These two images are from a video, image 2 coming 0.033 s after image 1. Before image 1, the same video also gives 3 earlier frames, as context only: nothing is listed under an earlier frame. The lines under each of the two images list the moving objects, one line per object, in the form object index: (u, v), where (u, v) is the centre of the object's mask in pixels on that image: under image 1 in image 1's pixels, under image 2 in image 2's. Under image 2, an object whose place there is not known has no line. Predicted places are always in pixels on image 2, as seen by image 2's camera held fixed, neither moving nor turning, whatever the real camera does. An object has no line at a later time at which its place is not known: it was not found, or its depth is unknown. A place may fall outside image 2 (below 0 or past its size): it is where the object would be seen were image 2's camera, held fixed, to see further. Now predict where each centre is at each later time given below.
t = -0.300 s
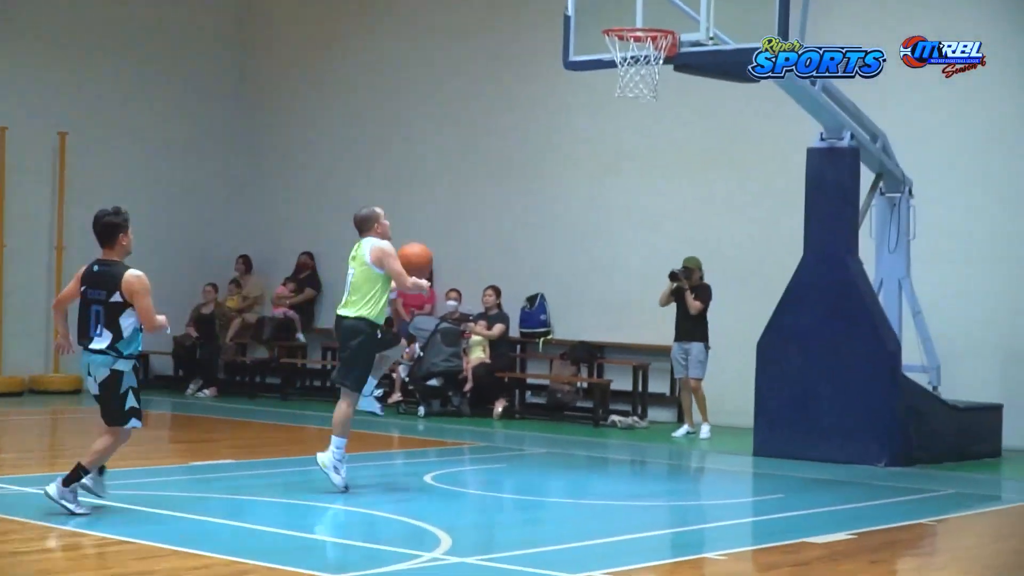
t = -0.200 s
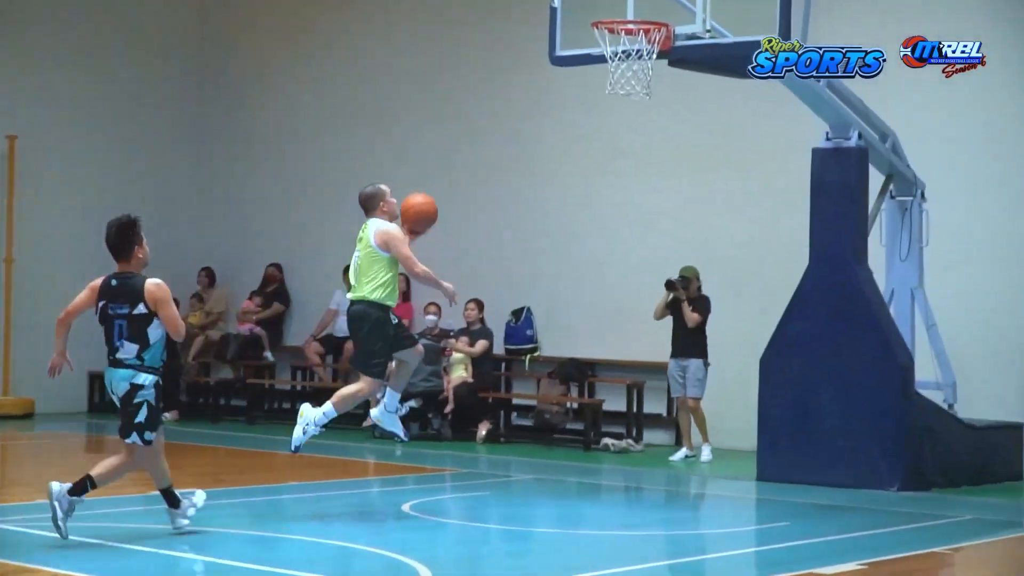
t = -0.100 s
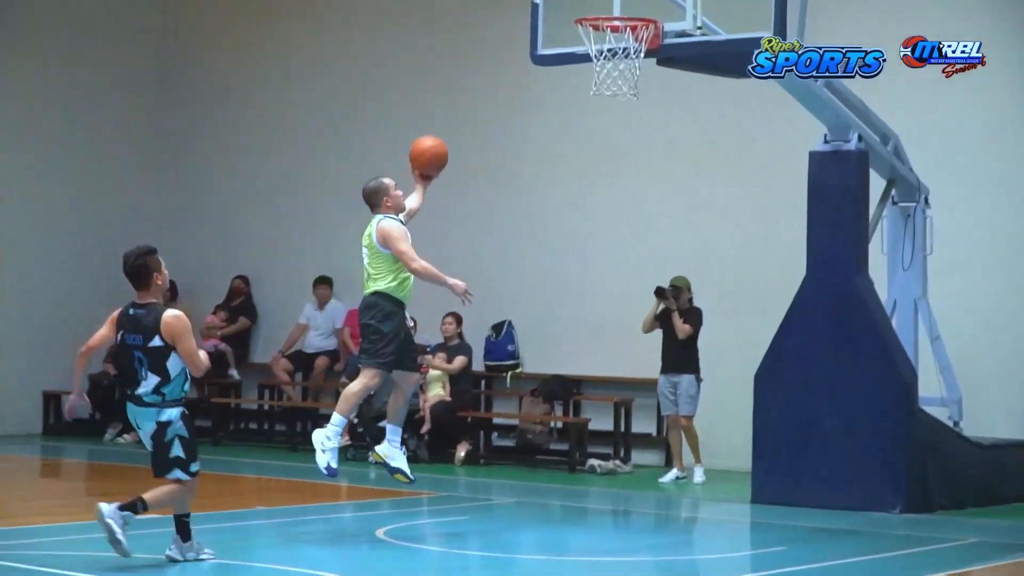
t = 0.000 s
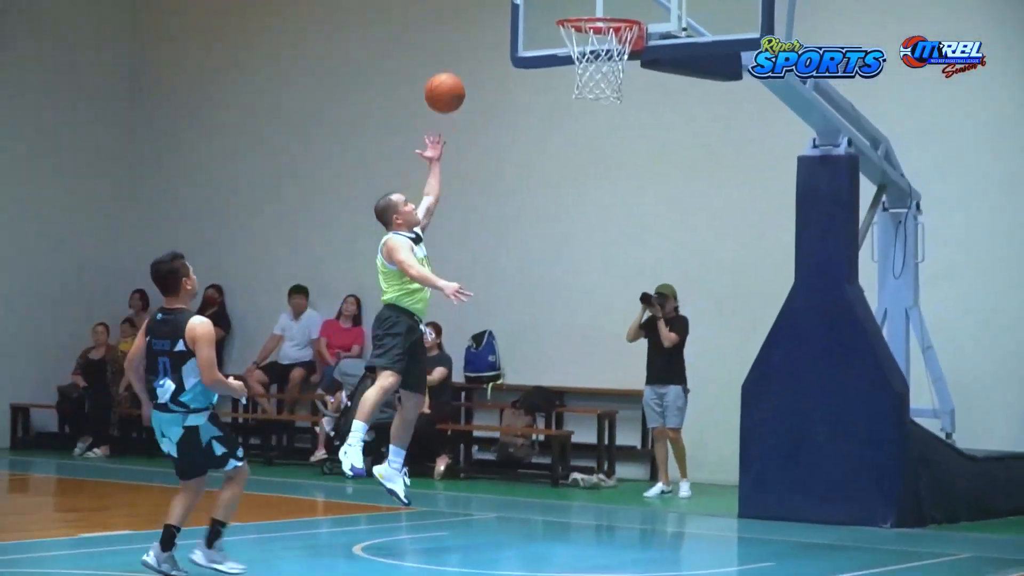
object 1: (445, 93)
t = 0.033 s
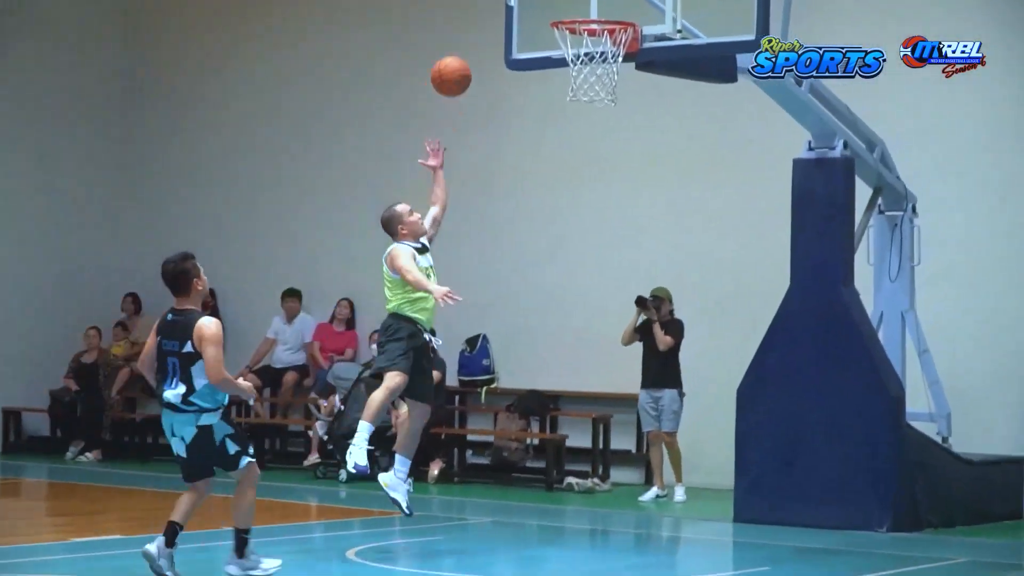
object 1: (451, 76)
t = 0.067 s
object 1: (465, 59)
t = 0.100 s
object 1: (479, 43)
